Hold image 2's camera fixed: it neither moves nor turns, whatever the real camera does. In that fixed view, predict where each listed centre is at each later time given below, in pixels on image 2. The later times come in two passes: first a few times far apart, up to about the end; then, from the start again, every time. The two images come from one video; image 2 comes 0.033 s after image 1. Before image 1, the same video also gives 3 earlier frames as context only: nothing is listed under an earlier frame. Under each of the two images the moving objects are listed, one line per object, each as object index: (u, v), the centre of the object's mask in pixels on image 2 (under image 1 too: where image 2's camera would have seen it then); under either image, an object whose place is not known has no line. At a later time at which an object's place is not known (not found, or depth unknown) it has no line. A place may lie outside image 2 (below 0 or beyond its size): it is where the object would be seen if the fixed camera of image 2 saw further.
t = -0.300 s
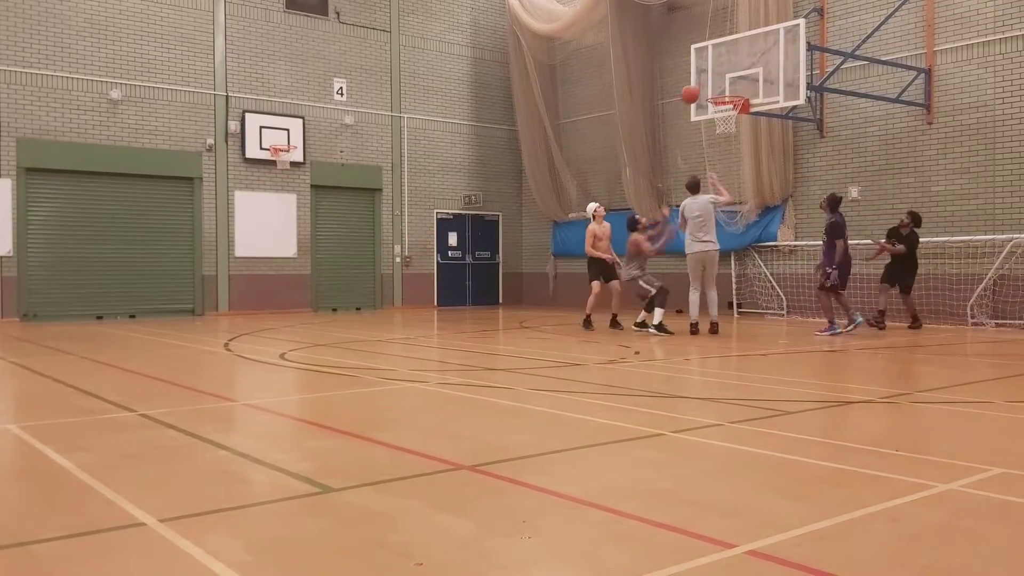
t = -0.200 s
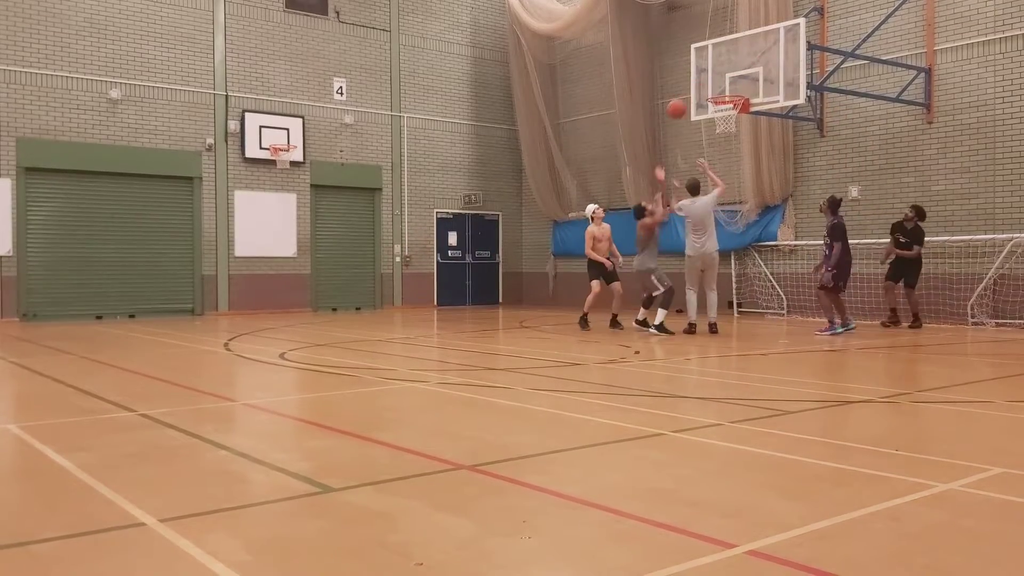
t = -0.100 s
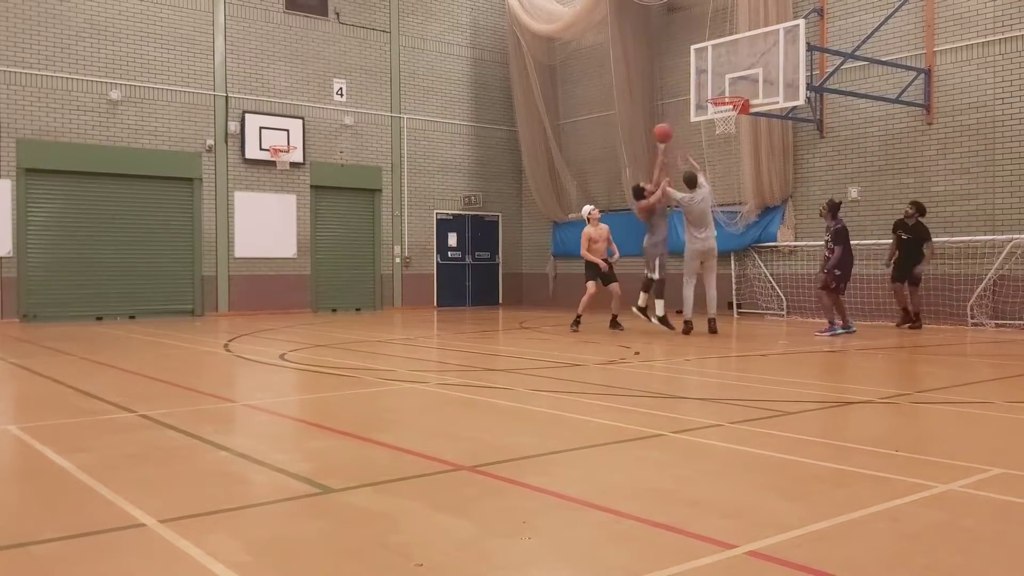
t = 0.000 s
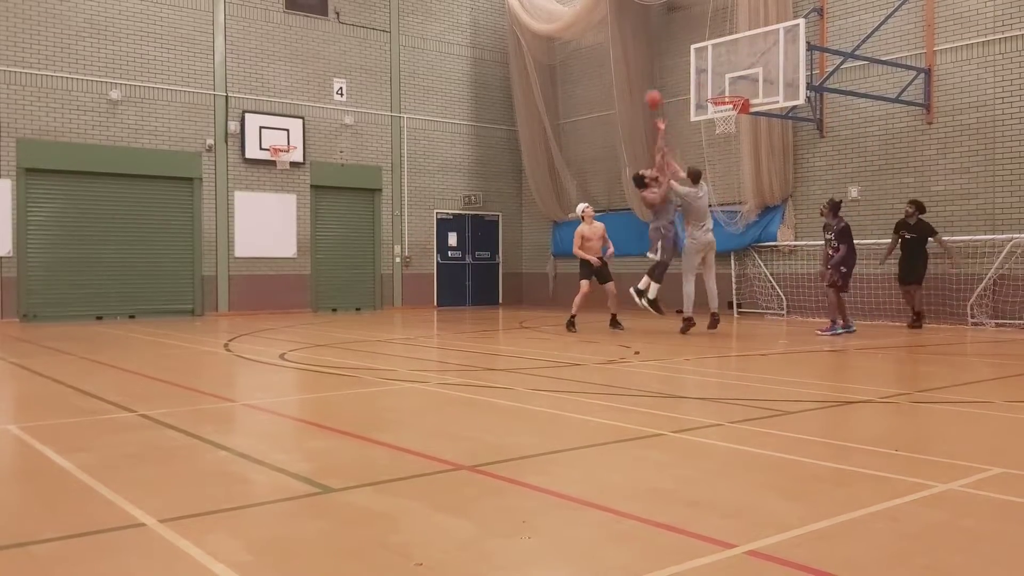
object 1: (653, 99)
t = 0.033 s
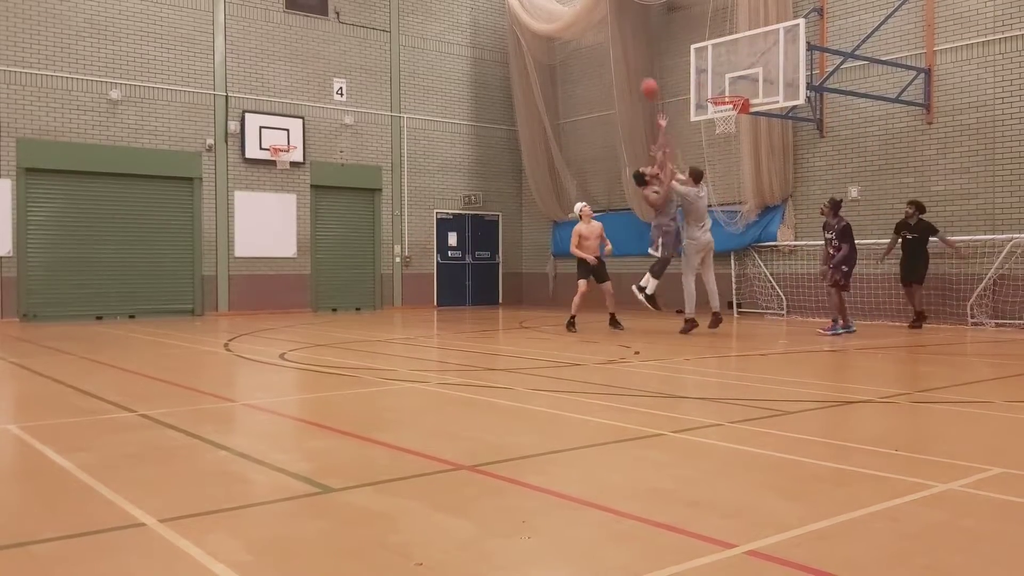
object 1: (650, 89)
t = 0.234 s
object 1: (628, 36)
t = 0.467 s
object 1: (602, 12)
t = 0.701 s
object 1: (573, 37)
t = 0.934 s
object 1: (541, 116)
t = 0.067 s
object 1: (646, 76)
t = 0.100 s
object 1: (642, 67)
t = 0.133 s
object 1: (639, 58)
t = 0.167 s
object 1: (636, 50)
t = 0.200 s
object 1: (632, 42)
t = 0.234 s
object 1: (628, 36)
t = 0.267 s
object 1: (625, 29)
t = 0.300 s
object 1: (621, 24)
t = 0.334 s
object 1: (617, 20)
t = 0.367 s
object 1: (614, 17)
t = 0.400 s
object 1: (611, 15)
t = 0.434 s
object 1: (606, 13)
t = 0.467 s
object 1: (602, 12)
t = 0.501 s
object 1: (598, 13)
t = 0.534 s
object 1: (595, 14)
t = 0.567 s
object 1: (590, 17)
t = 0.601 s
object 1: (587, 21)
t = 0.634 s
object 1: (582, 25)
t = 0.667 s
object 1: (578, 30)
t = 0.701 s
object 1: (573, 37)
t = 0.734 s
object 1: (569, 45)
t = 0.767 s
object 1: (564, 54)
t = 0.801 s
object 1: (560, 63)
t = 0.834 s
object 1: (555, 74)
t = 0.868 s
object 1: (550, 86)
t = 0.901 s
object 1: (545, 101)
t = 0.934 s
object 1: (541, 116)
